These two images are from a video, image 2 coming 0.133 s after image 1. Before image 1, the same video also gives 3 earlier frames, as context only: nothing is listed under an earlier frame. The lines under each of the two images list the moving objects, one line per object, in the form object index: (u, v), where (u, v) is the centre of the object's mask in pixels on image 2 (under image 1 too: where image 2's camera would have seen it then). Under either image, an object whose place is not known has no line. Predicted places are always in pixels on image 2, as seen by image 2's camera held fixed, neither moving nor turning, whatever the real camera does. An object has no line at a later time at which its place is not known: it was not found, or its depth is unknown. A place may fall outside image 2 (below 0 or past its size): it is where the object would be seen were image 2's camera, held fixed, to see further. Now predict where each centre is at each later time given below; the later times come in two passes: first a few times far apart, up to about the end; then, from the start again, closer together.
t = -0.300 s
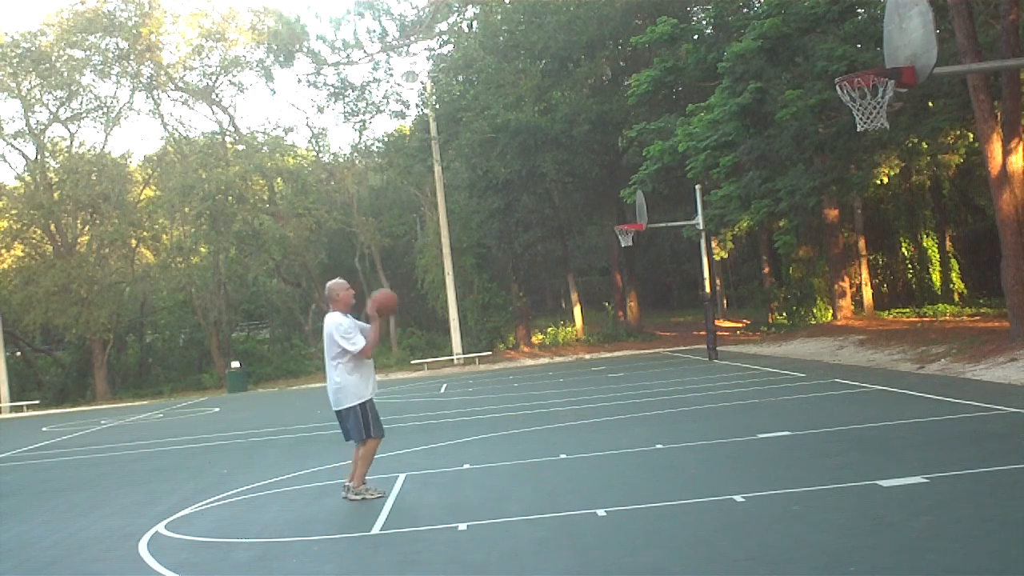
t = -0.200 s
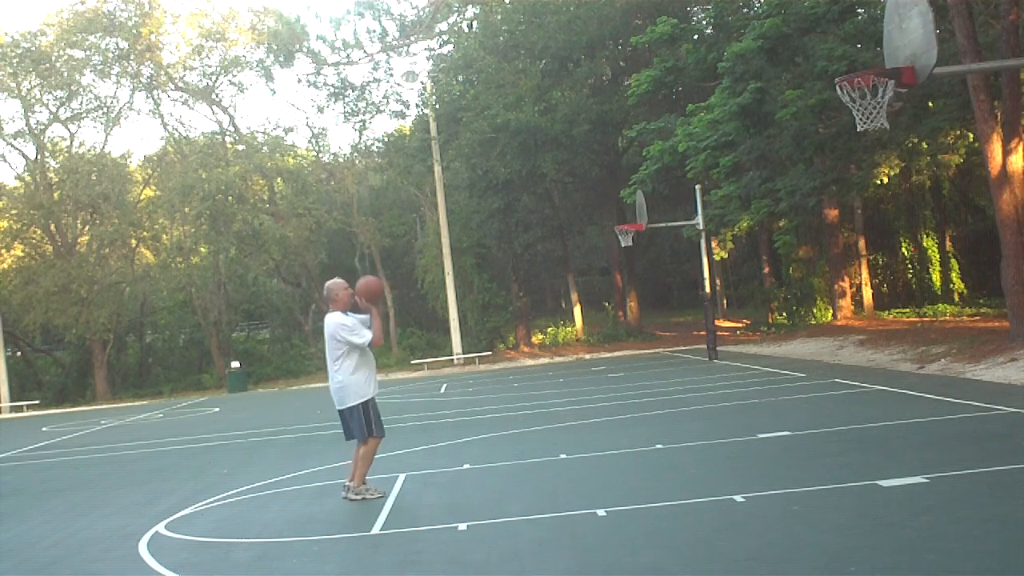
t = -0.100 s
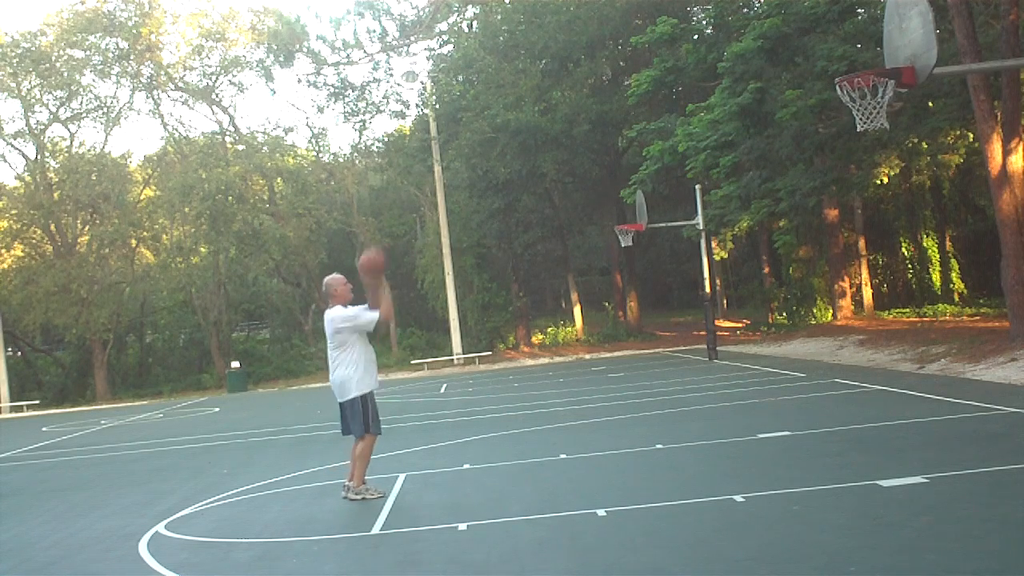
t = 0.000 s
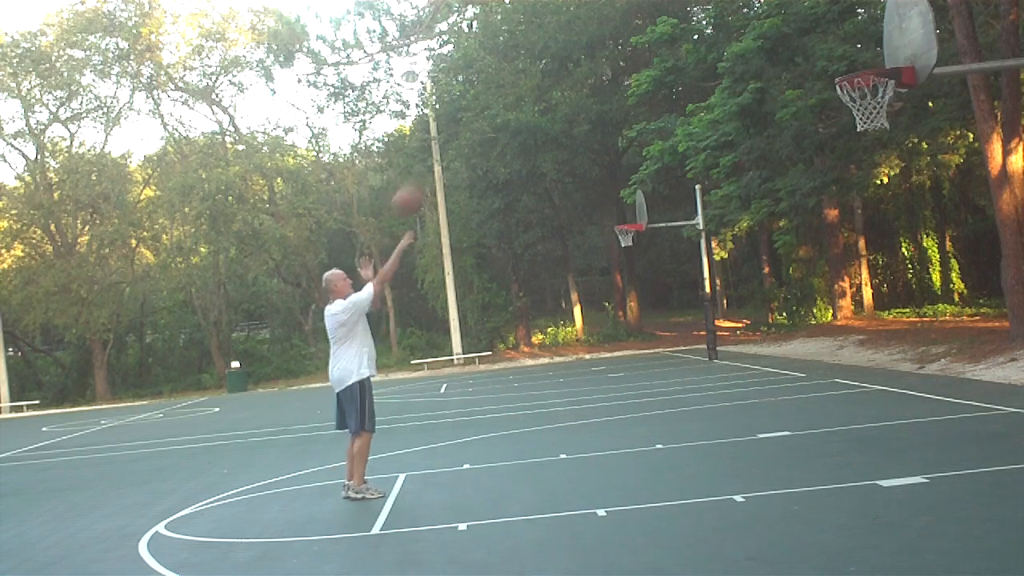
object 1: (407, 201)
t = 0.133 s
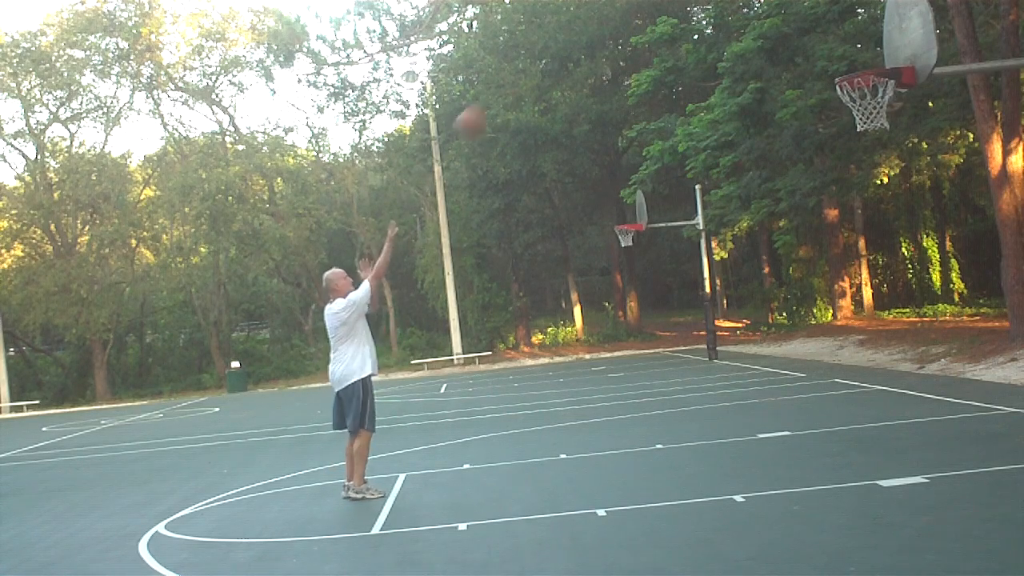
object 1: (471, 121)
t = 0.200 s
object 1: (502, 90)
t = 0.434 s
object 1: (615, 19)
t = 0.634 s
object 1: (717, 9)
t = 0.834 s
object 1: (823, 40)
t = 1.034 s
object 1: (860, 125)
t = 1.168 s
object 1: (842, 187)
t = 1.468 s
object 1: (814, 412)
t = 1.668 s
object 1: (768, 343)
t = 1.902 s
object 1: (721, 266)
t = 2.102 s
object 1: (679, 249)
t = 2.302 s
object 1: (646, 277)
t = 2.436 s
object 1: (625, 322)
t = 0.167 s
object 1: (486, 104)
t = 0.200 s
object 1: (502, 90)
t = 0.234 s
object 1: (518, 77)
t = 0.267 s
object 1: (534, 64)
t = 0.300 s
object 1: (550, 52)
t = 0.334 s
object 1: (566, 42)
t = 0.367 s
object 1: (584, 34)
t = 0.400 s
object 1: (599, 26)
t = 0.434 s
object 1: (615, 19)
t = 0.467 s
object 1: (632, 14)
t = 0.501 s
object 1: (648, 12)
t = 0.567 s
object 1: (680, 8)
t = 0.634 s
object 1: (717, 9)
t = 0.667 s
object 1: (734, 10)
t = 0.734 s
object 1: (770, 18)
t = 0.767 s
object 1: (788, 24)
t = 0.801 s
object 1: (805, 31)
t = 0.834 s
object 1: (823, 40)
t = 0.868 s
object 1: (842, 50)
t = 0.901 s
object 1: (860, 60)
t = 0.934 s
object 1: (873, 65)
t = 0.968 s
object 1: (870, 85)
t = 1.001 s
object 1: (857, 110)
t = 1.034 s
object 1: (860, 125)
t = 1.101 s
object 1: (849, 153)
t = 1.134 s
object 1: (845, 169)
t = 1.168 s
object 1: (842, 187)
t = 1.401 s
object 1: (819, 354)
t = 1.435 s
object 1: (817, 380)
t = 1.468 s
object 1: (814, 412)
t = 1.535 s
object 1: (802, 413)
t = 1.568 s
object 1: (793, 395)
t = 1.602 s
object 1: (785, 374)
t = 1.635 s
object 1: (779, 359)
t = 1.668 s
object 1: (768, 343)
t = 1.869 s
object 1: (726, 272)
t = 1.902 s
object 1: (721, 266)
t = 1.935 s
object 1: (713, 260)
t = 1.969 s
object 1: (704, 255)
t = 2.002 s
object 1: (697, 251)
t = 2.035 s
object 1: (691, 250)
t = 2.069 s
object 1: (685, 248)
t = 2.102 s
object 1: (679, 249)
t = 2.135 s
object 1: (674, 250)
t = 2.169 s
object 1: (668, 253)
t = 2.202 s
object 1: (663, 257)
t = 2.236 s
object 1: (657, 262)
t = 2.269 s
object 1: (651, 269)
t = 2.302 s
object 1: (646, 277)
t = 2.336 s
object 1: (641, 285)
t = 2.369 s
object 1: (636, 295)
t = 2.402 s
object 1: (630, 309)
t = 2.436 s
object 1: (625, 322)
